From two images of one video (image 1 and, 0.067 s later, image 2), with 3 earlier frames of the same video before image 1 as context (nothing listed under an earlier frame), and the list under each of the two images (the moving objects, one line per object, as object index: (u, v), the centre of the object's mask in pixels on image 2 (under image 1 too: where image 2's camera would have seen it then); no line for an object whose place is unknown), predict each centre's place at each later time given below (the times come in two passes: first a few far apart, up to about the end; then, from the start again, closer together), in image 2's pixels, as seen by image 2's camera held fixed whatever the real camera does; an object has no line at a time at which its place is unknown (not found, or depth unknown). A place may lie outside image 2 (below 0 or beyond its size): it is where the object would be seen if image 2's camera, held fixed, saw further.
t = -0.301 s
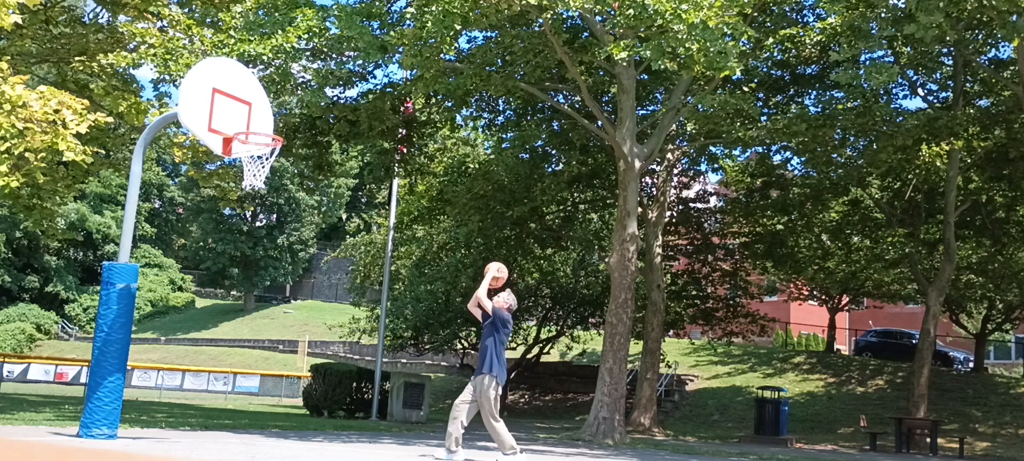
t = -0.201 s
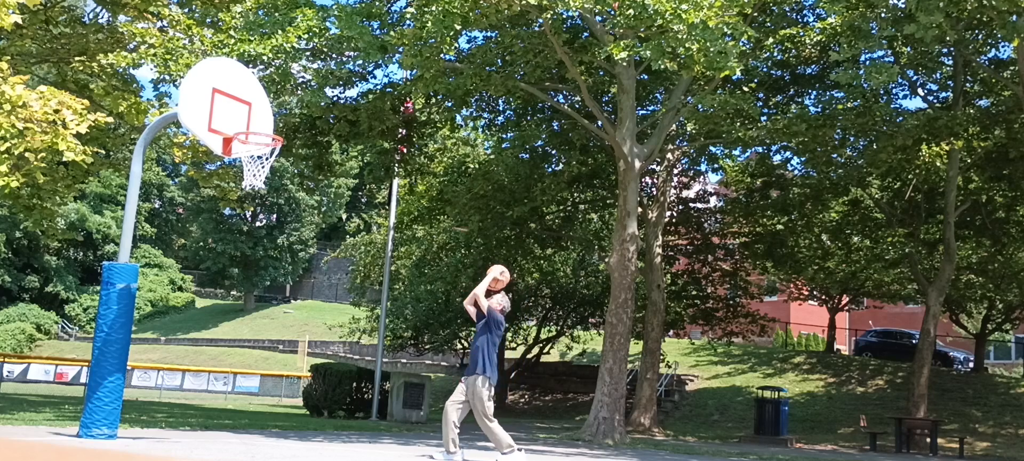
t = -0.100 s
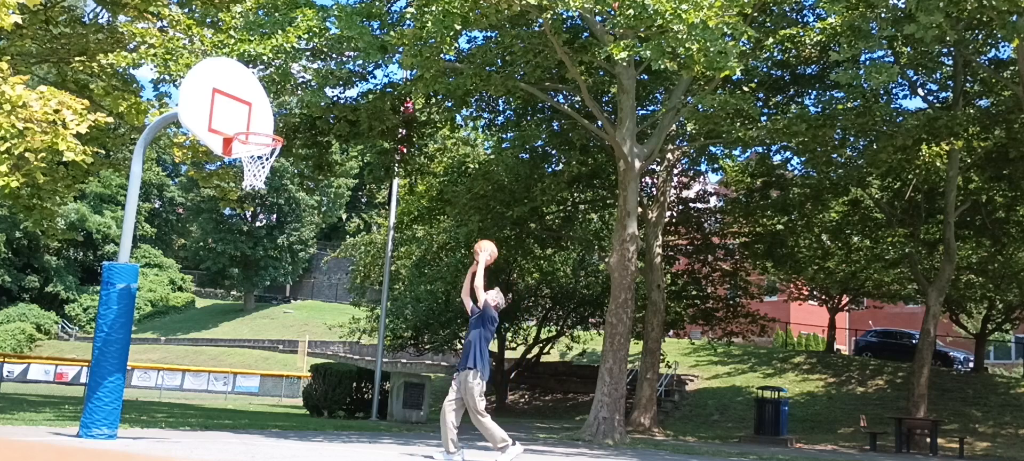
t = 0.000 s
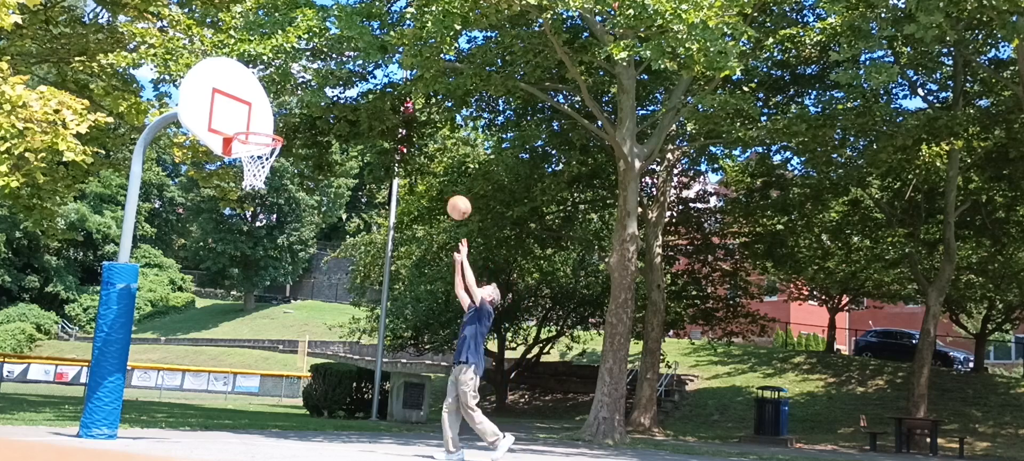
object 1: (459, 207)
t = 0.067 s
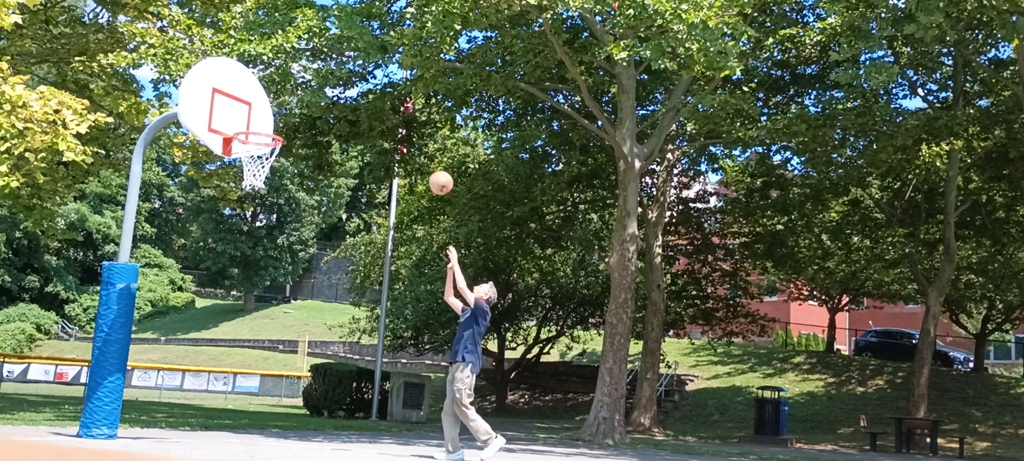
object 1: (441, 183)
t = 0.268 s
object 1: (385, 132)
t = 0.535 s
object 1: (306, 122)
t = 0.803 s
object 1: (261, 118)
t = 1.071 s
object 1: (286, 133)
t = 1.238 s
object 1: (298, 176)
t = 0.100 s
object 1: (432, 172)
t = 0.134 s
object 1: (423, 162)
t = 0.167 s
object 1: (413, 153)
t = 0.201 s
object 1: (404, 145)
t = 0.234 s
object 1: (395, 138)
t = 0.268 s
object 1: (385, 132)
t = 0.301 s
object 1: (376, 127)
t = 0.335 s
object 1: (366, 124)
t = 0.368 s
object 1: (357, 121)
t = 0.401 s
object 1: (347, 119)
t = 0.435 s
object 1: (337, 118)
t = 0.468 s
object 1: (327, 118)
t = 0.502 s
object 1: (317, 119)
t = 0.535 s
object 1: (306, 122)
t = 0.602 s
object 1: (286, 128)
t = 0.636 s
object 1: (278, 131)
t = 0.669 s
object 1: (274, 127)
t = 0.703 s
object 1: (271, 124)
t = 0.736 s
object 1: (268, 122)
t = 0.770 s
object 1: (264, 120)
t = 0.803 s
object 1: (261, 118)
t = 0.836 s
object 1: (261, 118)
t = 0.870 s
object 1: (265, 118)
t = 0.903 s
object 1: (269, 117)
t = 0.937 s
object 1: (272, 119)
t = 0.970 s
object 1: (276, 121)
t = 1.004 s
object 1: (279, 124)
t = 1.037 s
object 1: (282, 128)
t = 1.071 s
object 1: (286, 133)
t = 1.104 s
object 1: (289, 140)
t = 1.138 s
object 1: (291, 148)
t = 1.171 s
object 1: (293, 156)
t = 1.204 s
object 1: (296, 165)
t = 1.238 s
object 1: (298, 176)
